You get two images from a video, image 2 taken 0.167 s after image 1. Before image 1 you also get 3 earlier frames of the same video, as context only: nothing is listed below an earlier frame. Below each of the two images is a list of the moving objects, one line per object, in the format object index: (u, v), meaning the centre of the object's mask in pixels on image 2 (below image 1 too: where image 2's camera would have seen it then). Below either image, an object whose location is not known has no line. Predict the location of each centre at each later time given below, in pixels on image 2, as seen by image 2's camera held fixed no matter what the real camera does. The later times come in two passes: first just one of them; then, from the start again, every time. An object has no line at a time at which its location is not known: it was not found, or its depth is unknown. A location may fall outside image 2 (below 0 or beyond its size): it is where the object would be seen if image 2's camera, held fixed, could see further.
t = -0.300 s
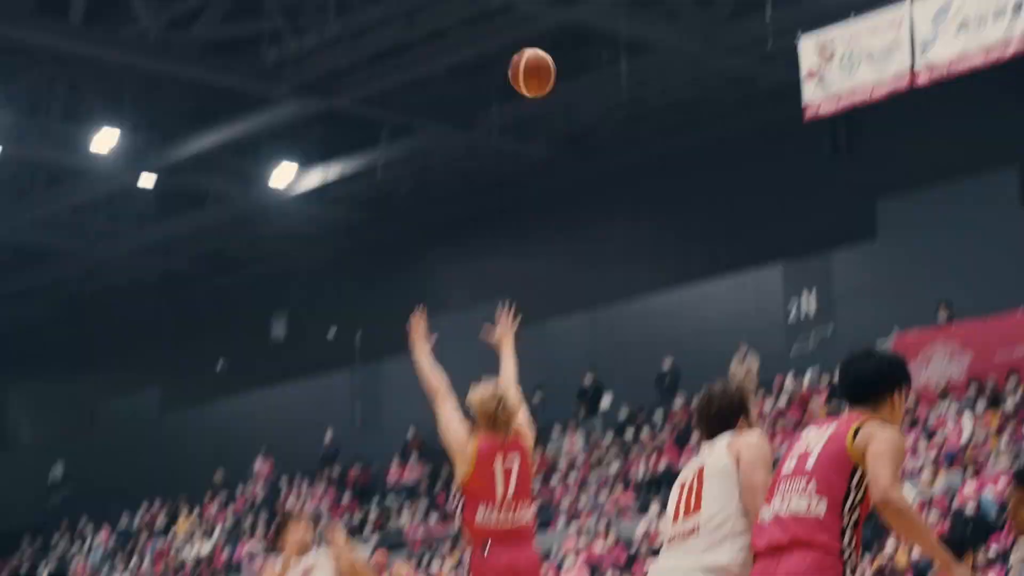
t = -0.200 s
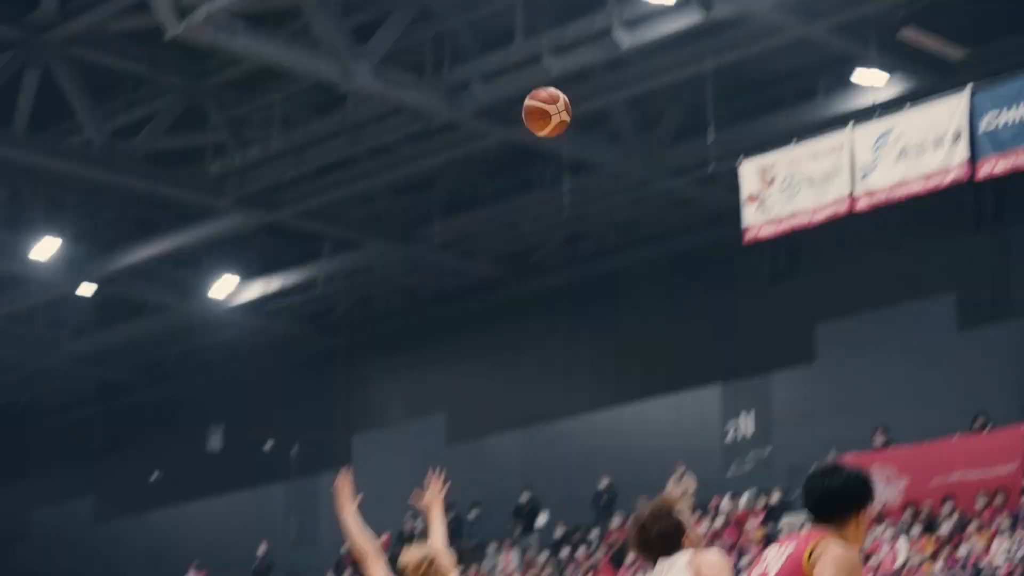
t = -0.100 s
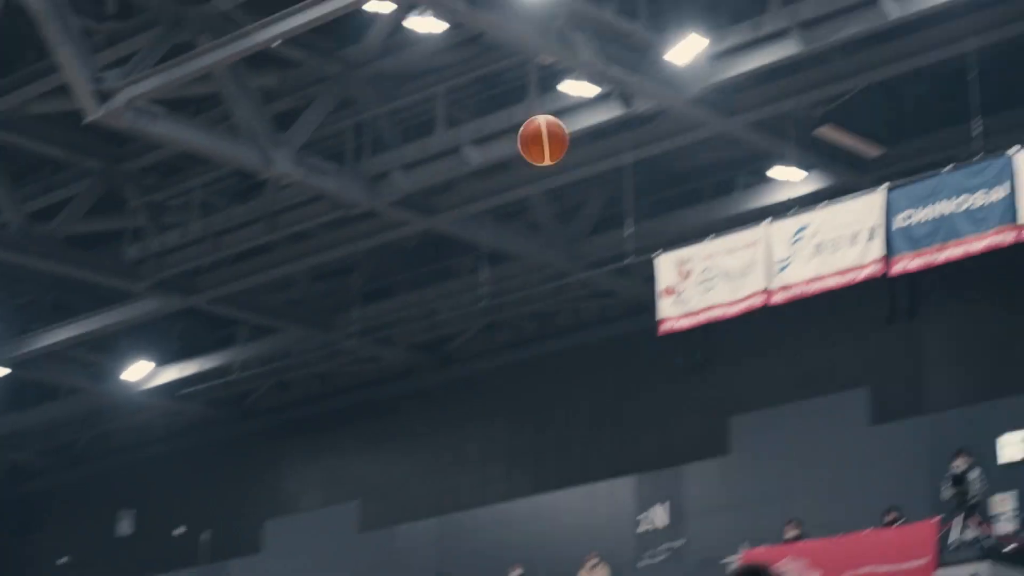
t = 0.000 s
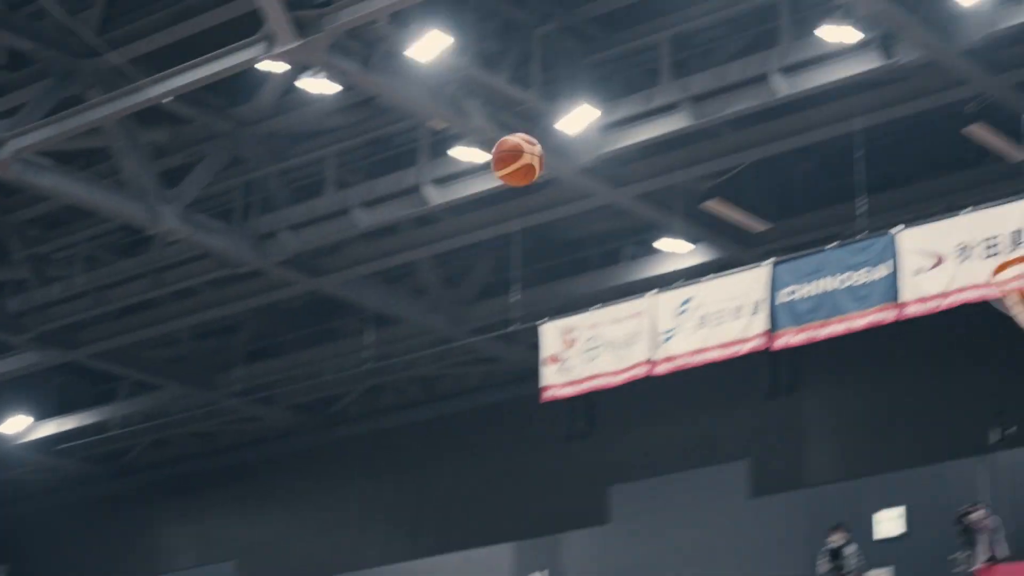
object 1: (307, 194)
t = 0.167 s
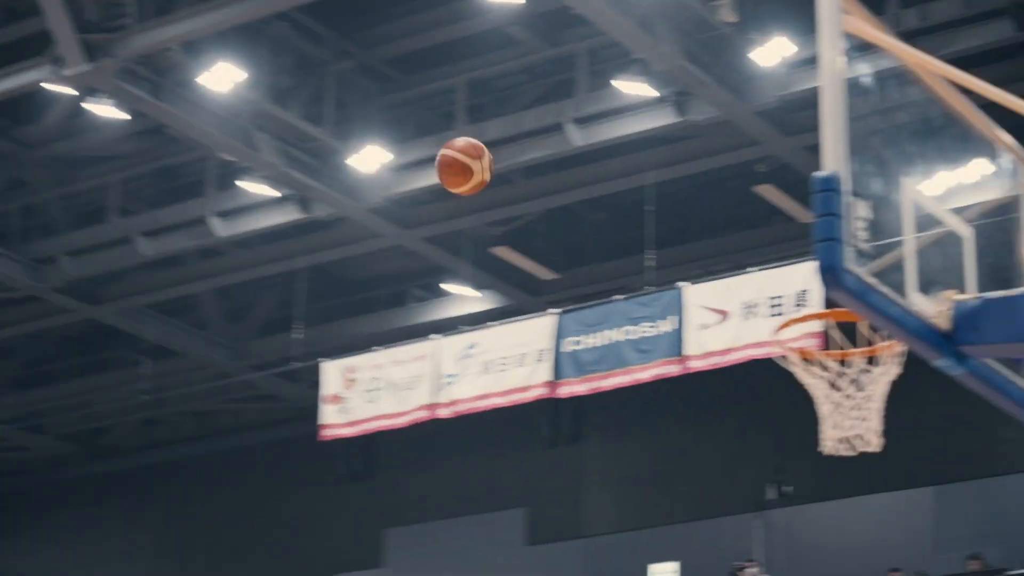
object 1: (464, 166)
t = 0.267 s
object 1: (568, 175)
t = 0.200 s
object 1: (498, 166)
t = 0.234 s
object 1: (532, 169)
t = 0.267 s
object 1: (568, 175)
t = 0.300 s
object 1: (605, 182)
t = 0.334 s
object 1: (643, 193)
